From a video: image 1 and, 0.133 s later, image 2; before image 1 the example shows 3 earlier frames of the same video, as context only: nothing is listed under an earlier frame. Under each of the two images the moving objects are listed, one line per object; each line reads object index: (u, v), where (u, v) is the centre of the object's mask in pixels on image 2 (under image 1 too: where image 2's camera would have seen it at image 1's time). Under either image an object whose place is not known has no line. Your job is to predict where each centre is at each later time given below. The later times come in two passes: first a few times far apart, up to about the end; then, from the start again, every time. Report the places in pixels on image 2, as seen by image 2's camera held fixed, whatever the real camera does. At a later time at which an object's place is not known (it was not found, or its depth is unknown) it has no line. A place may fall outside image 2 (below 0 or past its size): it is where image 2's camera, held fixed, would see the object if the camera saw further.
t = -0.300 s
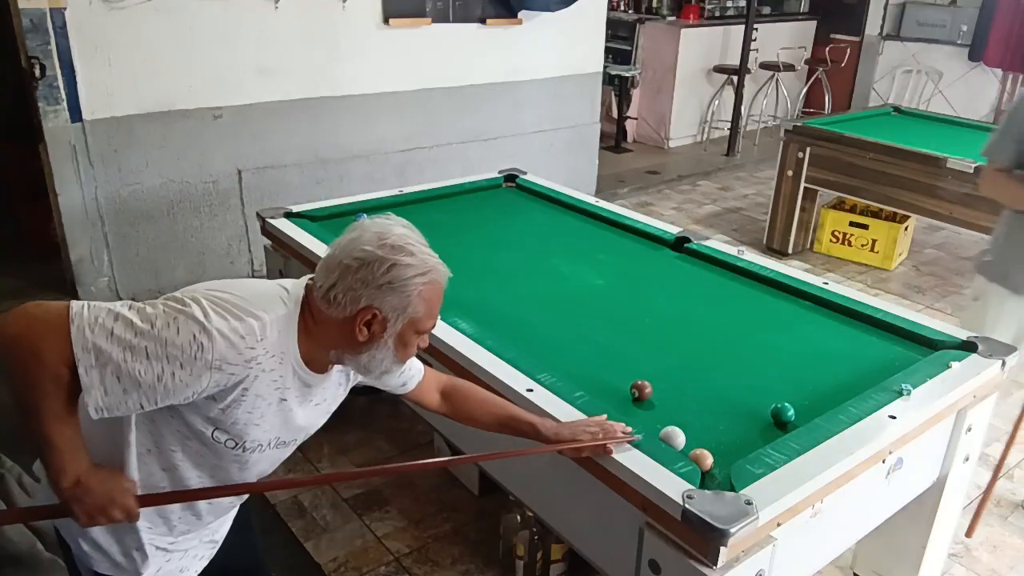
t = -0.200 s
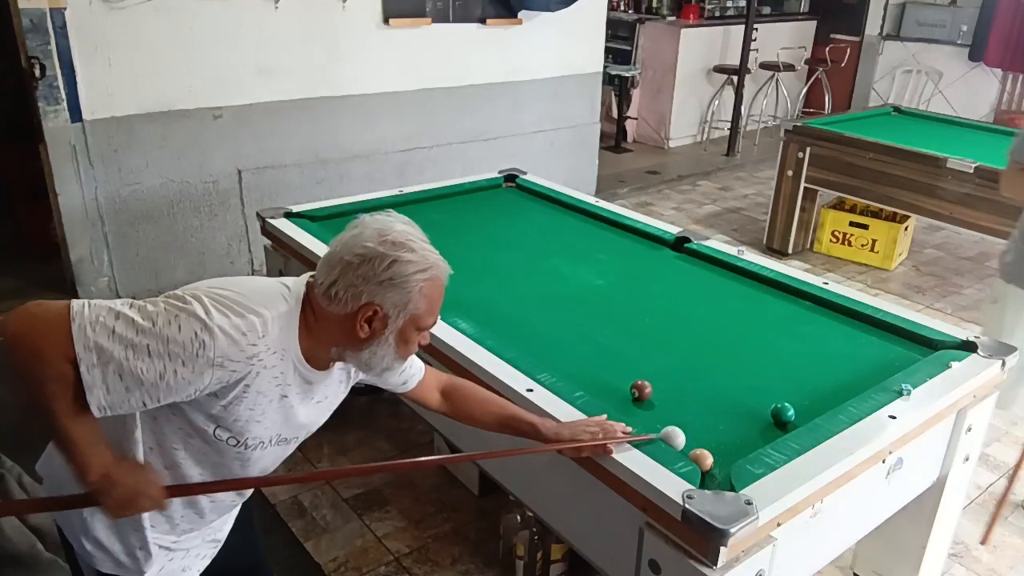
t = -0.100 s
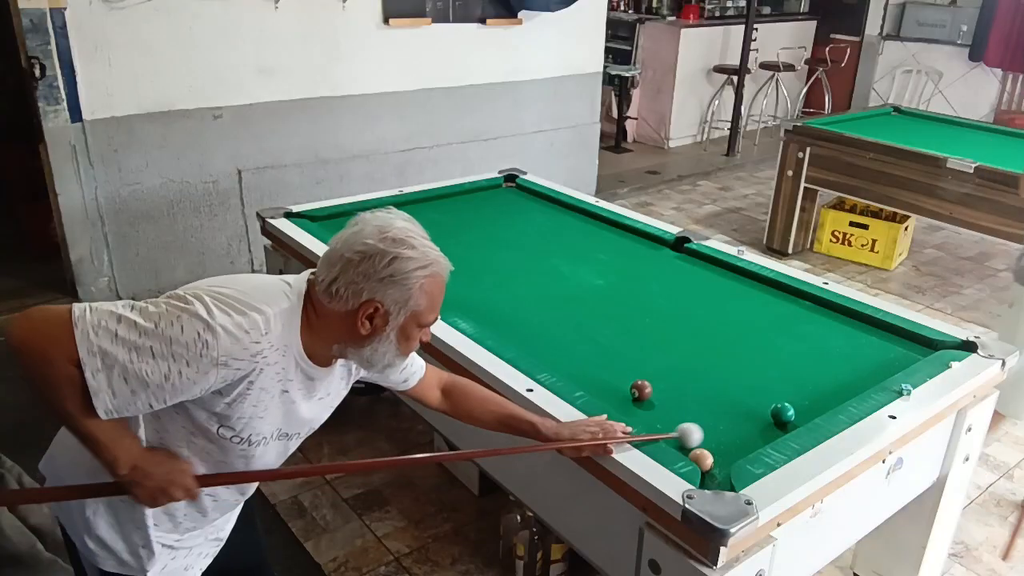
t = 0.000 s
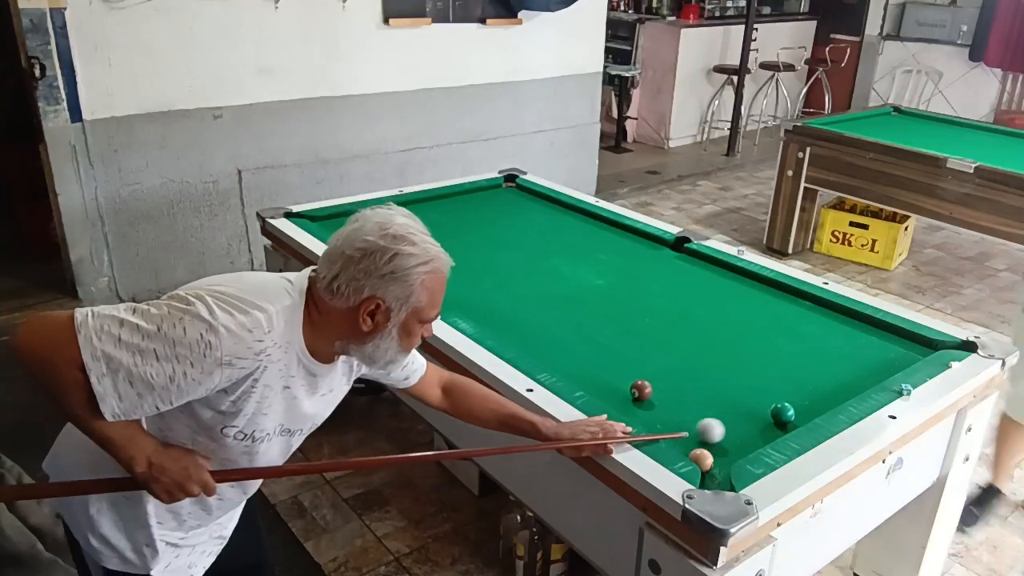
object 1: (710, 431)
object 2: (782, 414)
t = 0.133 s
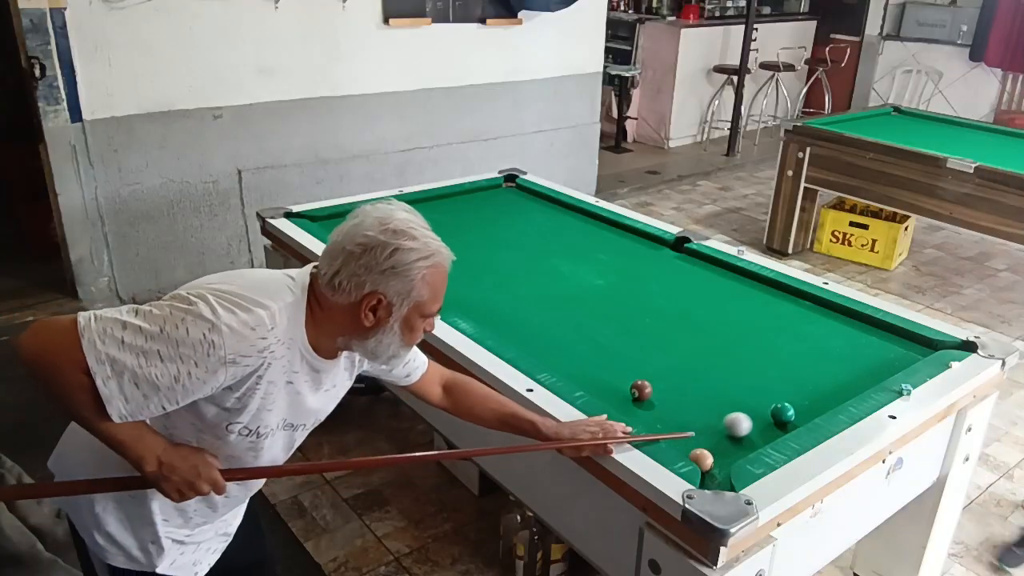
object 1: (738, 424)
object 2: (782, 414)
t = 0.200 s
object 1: (751, 421)
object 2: (782, 414)
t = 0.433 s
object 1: (775, 417)
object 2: (802, 407)
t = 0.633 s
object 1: (786, 415)
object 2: (820, 400)
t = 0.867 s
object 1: (796, 413)
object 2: (839, 394)
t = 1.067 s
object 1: (803, 411)
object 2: (853, 388)
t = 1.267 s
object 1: (807, 409)
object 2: (864, 382)
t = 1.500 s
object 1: (810, 409)
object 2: (874, 376)
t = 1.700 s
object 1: (811, 409)
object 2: (882, 371)
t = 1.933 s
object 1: (810, 409)
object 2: (889, 367)
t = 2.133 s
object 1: (810, 409)
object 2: (894, 364)
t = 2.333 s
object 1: (810, 409)
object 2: (897, 361)
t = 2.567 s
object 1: (810, 409)
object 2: (900, 359)
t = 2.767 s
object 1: (810, 409)
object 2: (901, 357)
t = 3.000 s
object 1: (810, 409)
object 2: (902, 356)
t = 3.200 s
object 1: (810, 409)
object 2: (902, 356)
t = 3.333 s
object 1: (810, 409)
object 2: (902, 356)
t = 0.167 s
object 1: (744, 423)
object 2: (782, 414)
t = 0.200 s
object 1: (751, 421)
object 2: (782, 414)
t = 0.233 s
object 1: (757, 420)
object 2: (782, 414)
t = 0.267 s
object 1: (763, 418)
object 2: (784, 412)
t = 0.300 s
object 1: (766, 418)
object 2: (788, 412)
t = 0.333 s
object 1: (768, 418)
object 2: (791, 410)
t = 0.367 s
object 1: (770, 417)
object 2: (794, 409)
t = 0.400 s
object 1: (773, 417)
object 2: (797, 408)
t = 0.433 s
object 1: (775, 417)
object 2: (802, 407)
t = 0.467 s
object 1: (777, 416)
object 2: (805, 407)
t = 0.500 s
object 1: (779, 416)
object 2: (809, 405)
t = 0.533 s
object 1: (781, 416)
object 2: (811, 404)
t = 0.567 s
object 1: (783, 415)
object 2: (815, 402)
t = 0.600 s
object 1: (785, 415)
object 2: (817, 402)
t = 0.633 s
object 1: (786, 415)
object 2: (820, 400)
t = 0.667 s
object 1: (788, 414)
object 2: (824, 399)
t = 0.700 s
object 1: (789, 414)
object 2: (827, 398)
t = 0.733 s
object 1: (791, 414)
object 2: (830, 397)
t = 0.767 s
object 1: (792, 413)
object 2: (832, 397)
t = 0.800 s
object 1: (794, 413)
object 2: (835, 396)
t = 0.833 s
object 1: (795, 413)
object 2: (837, 395)
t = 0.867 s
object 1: (796, 413)
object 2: (839, 394)
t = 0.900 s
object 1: (798, 412)
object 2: (841, 392)
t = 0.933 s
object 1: (799, 412)
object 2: (843, 391)
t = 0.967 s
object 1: (800, 412)
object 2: (846, 390)
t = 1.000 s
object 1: (801, 411)
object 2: (848, 390)
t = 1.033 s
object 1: (802, 411)
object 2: (850, 389)
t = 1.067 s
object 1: (803, 411)
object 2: (853, 388)
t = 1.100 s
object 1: (804, 410)
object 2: (854, 387)
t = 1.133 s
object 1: (805, 410)
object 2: (856, 386)
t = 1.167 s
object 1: (805, 410)
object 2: (858, 385)
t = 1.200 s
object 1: (806, 410)
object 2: (860, 384)
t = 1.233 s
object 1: (807, 409)
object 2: (862, 383)
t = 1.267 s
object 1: (807, 409)
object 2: (864, 382)
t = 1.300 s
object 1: (808, 409)
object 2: (865, 381)
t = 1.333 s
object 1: (808, 409)
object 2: (867, 380)
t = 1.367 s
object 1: (809, 409)
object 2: (869, 379)
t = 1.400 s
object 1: (809, 409)
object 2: (870, 378)
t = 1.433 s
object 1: (810, 409)
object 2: (872, 378)
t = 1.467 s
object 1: (810, 409)
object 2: (873, 377)
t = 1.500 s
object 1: (810, 409)
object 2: (874, 376)
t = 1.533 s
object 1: (811, 409)
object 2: (876, 375)
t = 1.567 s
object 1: (811, 409)
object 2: (877, 374)
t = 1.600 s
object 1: (811, 409)
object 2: (878, 373)
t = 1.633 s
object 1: (811, 409)
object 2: (879, 373)
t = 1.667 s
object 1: (811, 409)
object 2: (881, 372)
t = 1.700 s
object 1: (811, 409)
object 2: (882, 371)
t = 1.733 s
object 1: (811, 409)
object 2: (883, 371)
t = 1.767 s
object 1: (811, 409)
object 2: (884, 370)
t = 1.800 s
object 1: (811, 409)
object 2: (885, 369)
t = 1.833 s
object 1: (811, 409)
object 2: (886, 369)
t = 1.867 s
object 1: (811, 409)
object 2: (887, 368)
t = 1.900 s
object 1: (811, 409)
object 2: (888, 368)
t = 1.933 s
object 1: (810, 409)
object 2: (889, 367)
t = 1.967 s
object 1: (810, 409)
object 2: (890, 366)
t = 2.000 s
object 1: (810, 409)
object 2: (891, 366)
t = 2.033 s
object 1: (810, 409)
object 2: (891, 365)
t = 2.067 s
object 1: (810, 409)
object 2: (892, 365)
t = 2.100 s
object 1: (810, 409)
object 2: (893, 364)
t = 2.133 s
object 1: (810, 409)
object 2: (894, 364)
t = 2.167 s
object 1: (810, 409)
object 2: (894, 363)
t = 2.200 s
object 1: (810, 409)
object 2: (895, 363)
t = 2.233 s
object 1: (810, 409)
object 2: (896, 362)
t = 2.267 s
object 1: (810, 409)
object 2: (896, 362)
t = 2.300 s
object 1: (810, 409)
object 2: (897, 362)
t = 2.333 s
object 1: (810, 409)
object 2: (897, 361)
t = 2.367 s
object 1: (810, 409)
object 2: (897, 360)
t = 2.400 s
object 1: (810, 409)
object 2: (898, 360)
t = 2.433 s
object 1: (810, 409)
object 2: (898, 360)
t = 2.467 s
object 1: (810, 409)
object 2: (899, 359)
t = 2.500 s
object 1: (810, 409)
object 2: (899, 359)
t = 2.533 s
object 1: (810, 409)
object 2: (900, 359)
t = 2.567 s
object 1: (810, 409)
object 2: (900, 359)
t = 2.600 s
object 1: (810, 409)
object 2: (900, 358)
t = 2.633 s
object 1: (810, 409)
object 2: (900, 358)
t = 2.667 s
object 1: (810, 409)
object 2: (901, 358)
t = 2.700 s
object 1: (810, 409)
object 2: (901, 357)
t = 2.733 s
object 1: (810, 409)
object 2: (901, 357)
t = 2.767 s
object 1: (810, 409)
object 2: (901, 357)
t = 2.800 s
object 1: (810, 409)
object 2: (901, 357)
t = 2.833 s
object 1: (810, 409)
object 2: (901, 357)
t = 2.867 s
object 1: (810, 409)
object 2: (902, 356)
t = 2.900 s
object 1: (810, 409)
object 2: (902, 356)
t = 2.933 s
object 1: (810, 409)
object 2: (902, 356)
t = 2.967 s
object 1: (810, 409)
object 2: (902, 356)
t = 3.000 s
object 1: (810, 409)
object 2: (902, 356)
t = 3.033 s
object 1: (810, 409)
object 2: (902, 356)
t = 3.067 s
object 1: (810, 409)
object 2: (902, 356)
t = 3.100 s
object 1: (810, 409)
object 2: (902, 356)
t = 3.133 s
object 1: (810, 409)
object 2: (902, 356)
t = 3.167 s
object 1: (810, 409)
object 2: (902, 356)
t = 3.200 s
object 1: (810, 409)
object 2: (902, 356)
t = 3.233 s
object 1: (810, 409)
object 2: (902, 356)
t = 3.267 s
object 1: (810, 409)
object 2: (902, 356)
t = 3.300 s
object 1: (810, 409)
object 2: (902, 356)
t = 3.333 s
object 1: (810, 409)
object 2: (902, 356)
